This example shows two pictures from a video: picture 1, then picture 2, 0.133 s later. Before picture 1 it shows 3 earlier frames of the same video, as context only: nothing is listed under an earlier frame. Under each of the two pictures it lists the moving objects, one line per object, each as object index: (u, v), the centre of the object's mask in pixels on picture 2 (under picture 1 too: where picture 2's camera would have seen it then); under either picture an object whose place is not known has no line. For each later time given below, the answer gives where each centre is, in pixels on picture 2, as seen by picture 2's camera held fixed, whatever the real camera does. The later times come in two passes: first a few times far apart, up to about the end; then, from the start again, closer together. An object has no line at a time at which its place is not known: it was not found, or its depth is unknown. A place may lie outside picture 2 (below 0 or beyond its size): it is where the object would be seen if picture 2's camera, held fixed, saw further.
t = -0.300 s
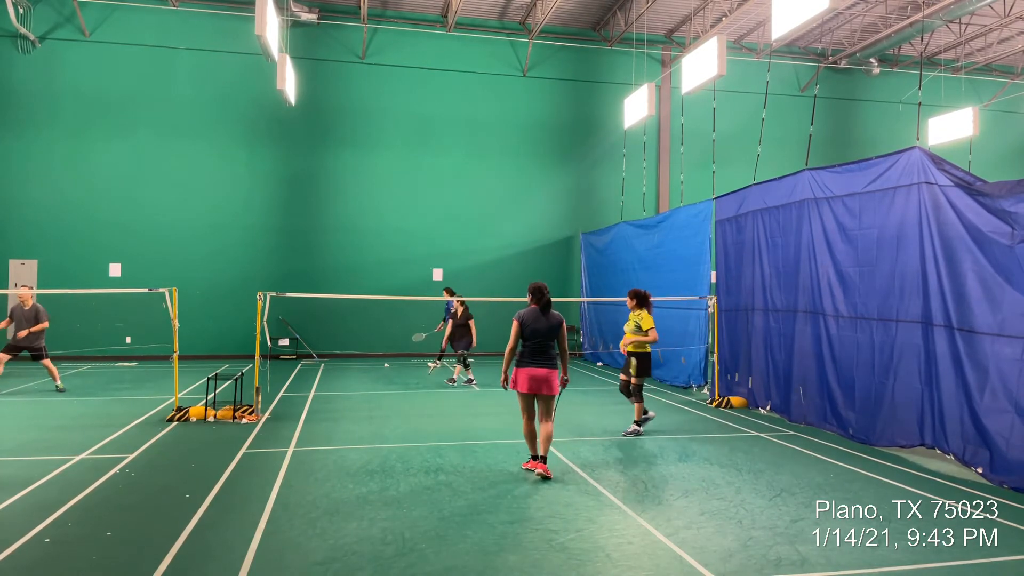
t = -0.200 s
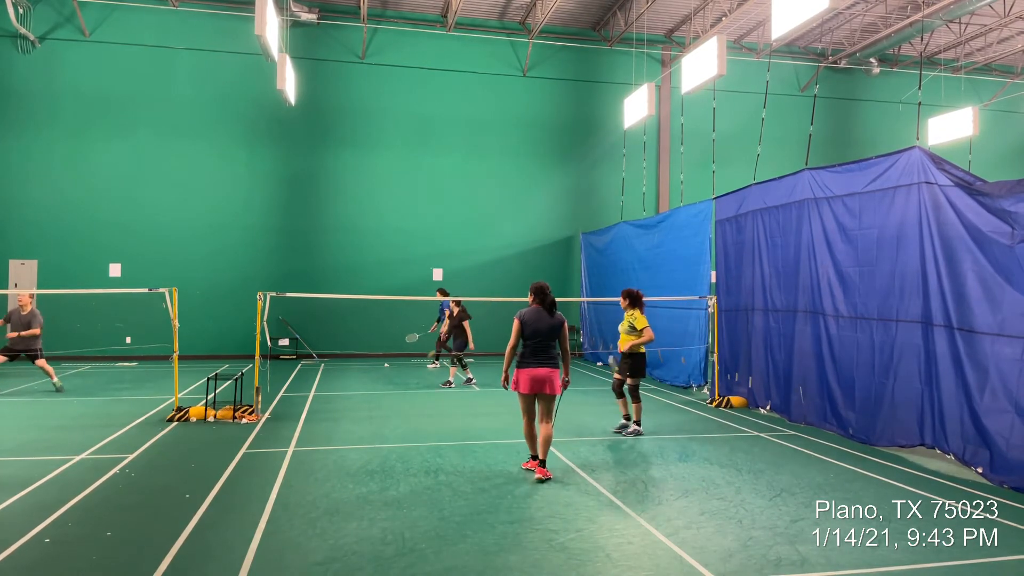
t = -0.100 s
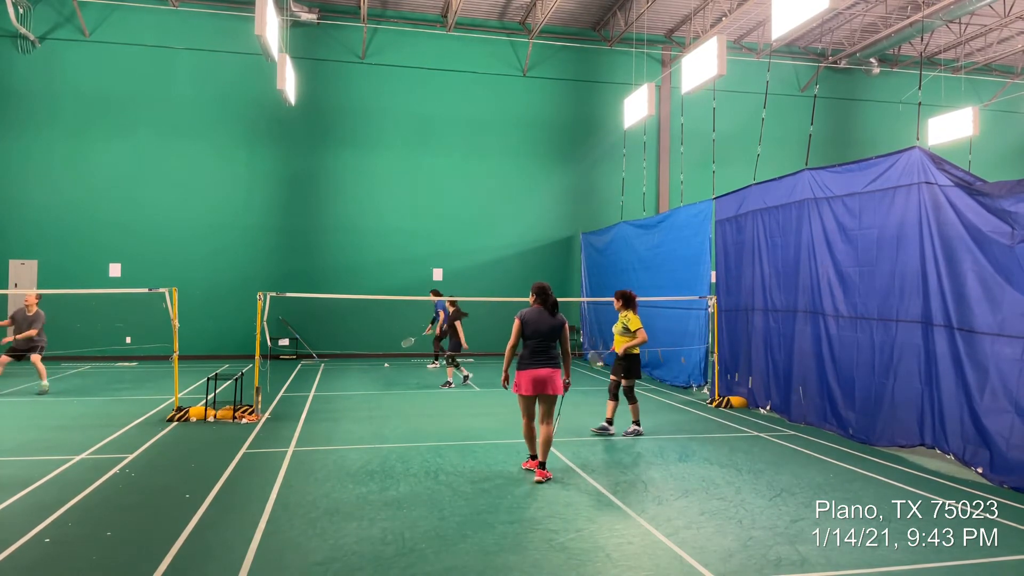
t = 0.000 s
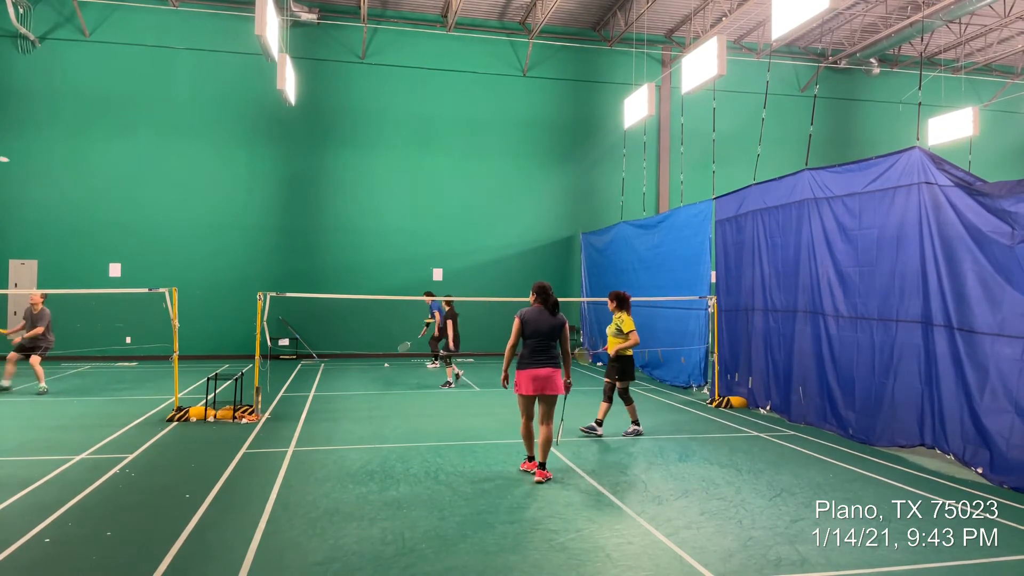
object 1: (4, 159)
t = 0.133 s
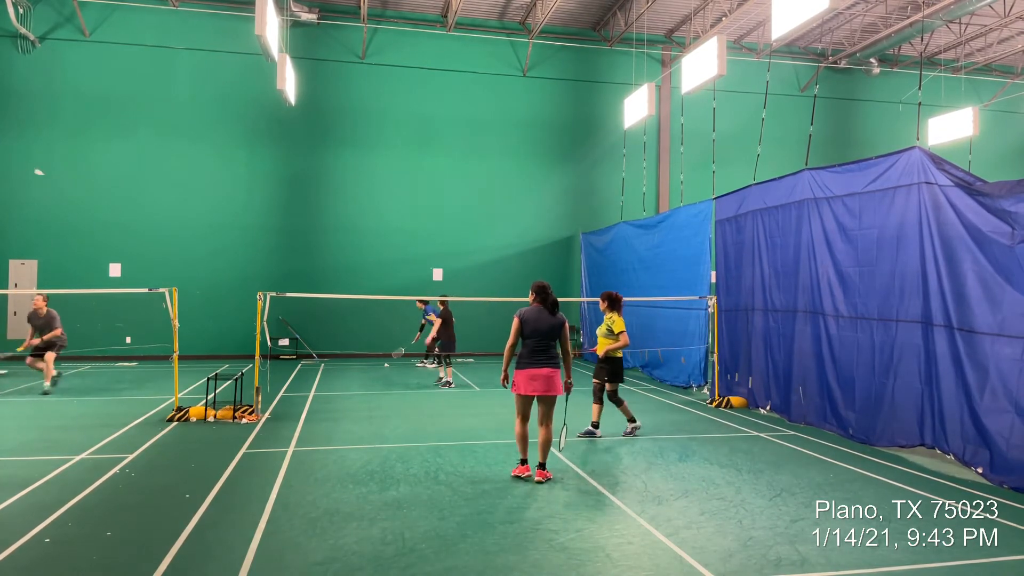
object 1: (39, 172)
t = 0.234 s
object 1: (60, 186)
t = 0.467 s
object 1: (97, 232)
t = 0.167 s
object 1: (46, 177)
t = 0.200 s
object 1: (53, 181)
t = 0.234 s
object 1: (60, 186)
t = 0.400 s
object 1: (88, 217)
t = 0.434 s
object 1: (92, 224)
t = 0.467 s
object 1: (97, 232)
